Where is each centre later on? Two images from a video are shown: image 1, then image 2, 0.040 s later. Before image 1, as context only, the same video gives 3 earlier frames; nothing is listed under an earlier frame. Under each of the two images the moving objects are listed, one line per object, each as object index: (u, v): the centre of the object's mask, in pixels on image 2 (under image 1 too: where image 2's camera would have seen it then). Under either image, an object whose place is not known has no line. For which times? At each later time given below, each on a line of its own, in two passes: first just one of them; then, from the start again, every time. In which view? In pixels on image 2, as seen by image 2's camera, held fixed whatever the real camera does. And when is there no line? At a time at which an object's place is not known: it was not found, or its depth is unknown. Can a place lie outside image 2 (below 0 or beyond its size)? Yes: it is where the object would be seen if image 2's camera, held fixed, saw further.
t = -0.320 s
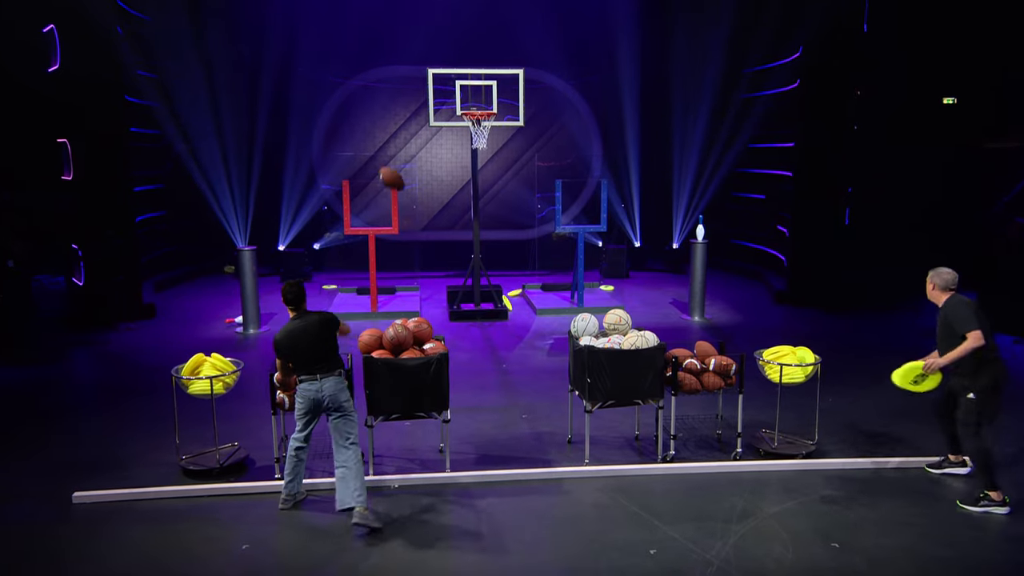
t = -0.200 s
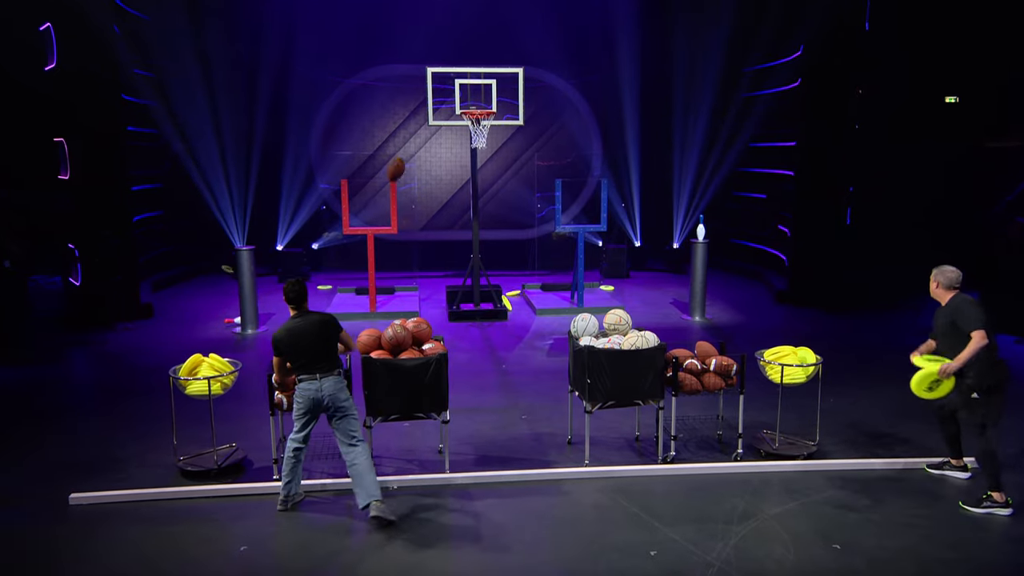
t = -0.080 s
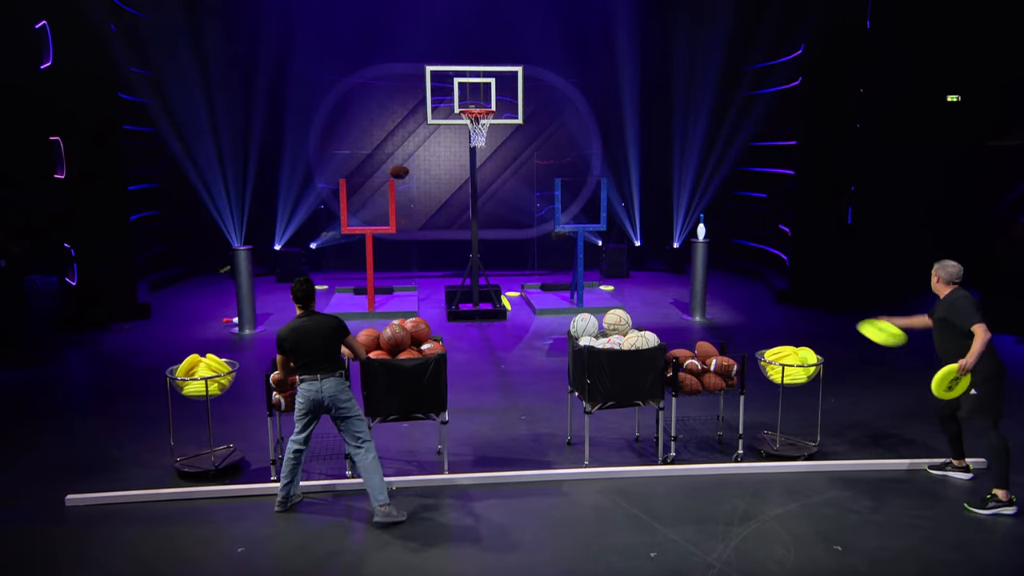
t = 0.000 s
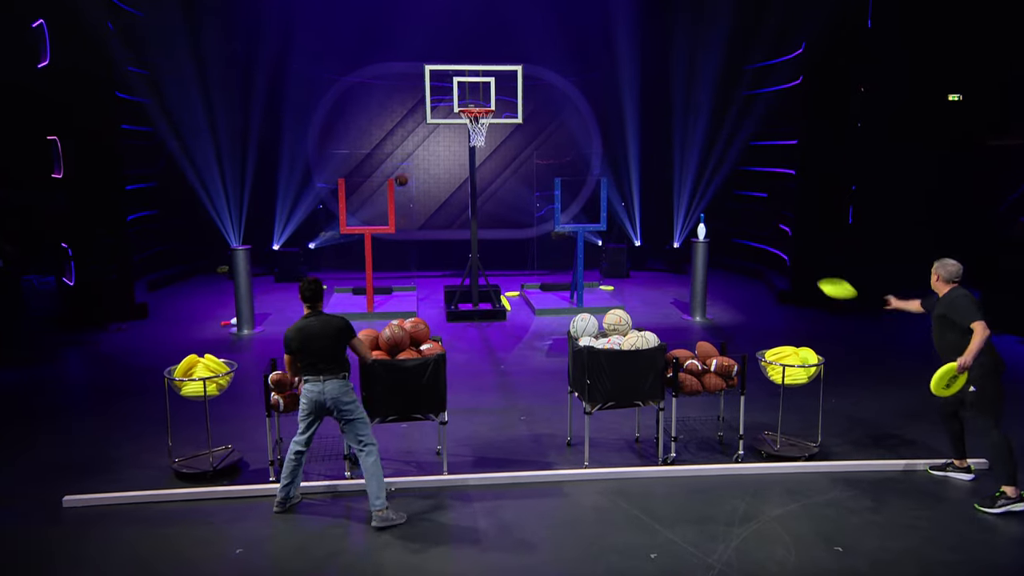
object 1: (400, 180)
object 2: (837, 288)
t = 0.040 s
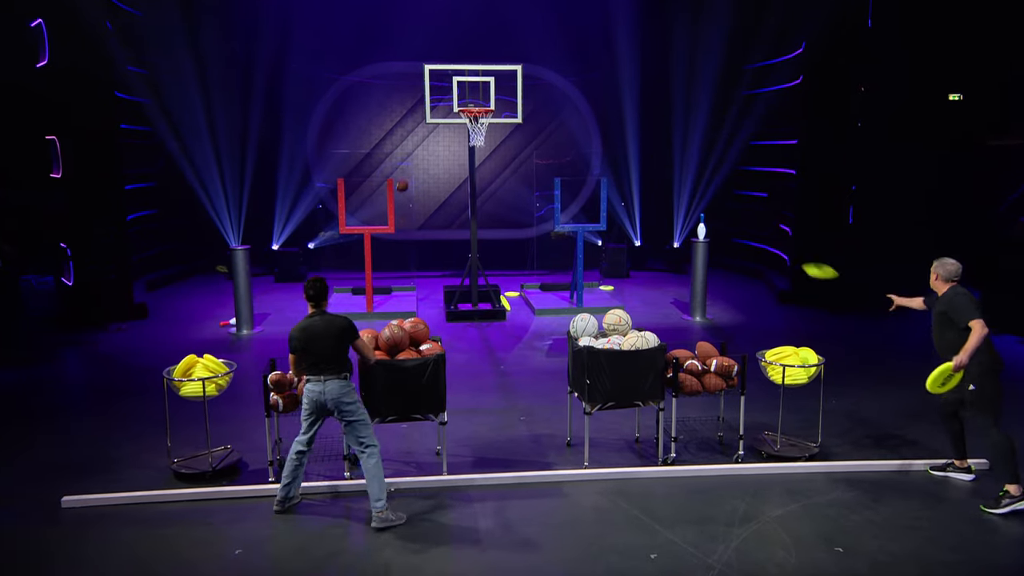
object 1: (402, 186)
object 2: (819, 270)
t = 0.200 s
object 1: (404, 211)
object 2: (768, 226)
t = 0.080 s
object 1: (403, 191)
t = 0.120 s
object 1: (403, 198)
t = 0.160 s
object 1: (404, 205)
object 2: (778, 235)
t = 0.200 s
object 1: (404, 211)
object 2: (768, 226)
